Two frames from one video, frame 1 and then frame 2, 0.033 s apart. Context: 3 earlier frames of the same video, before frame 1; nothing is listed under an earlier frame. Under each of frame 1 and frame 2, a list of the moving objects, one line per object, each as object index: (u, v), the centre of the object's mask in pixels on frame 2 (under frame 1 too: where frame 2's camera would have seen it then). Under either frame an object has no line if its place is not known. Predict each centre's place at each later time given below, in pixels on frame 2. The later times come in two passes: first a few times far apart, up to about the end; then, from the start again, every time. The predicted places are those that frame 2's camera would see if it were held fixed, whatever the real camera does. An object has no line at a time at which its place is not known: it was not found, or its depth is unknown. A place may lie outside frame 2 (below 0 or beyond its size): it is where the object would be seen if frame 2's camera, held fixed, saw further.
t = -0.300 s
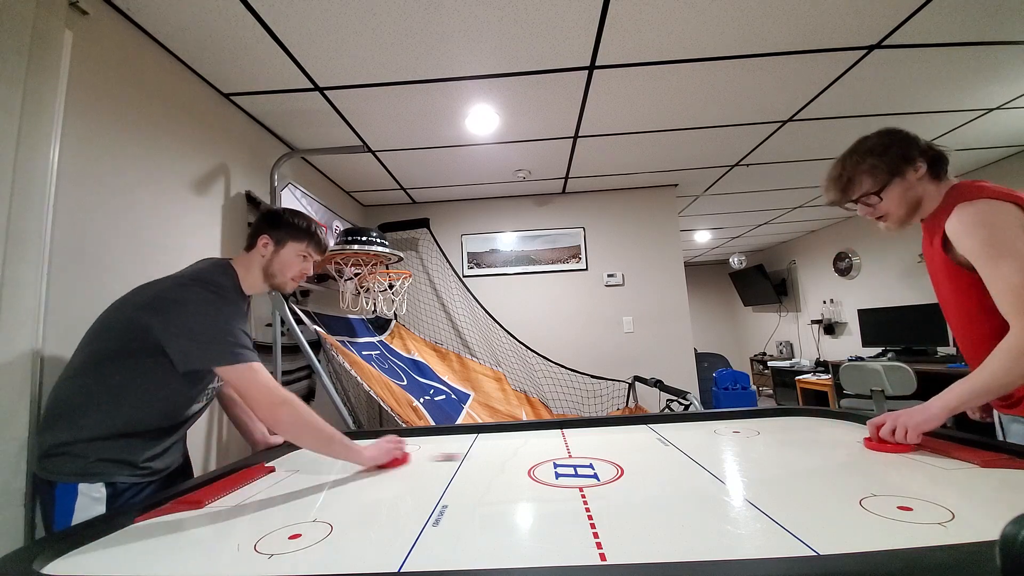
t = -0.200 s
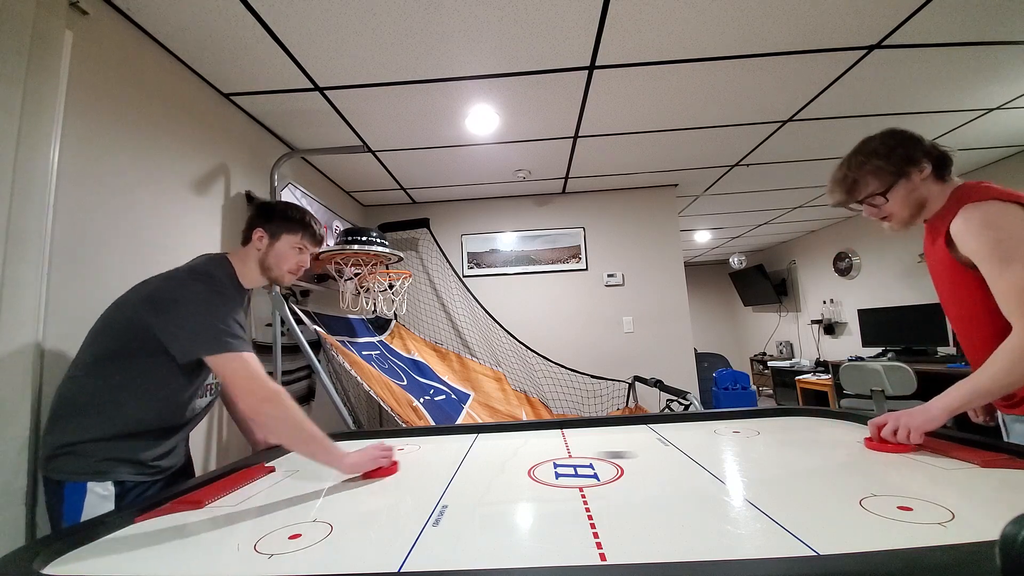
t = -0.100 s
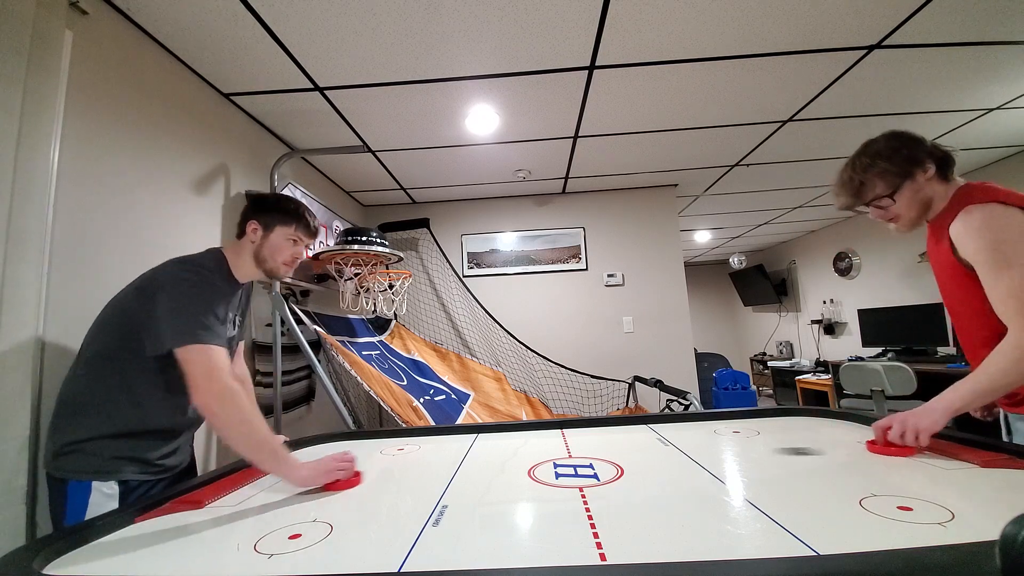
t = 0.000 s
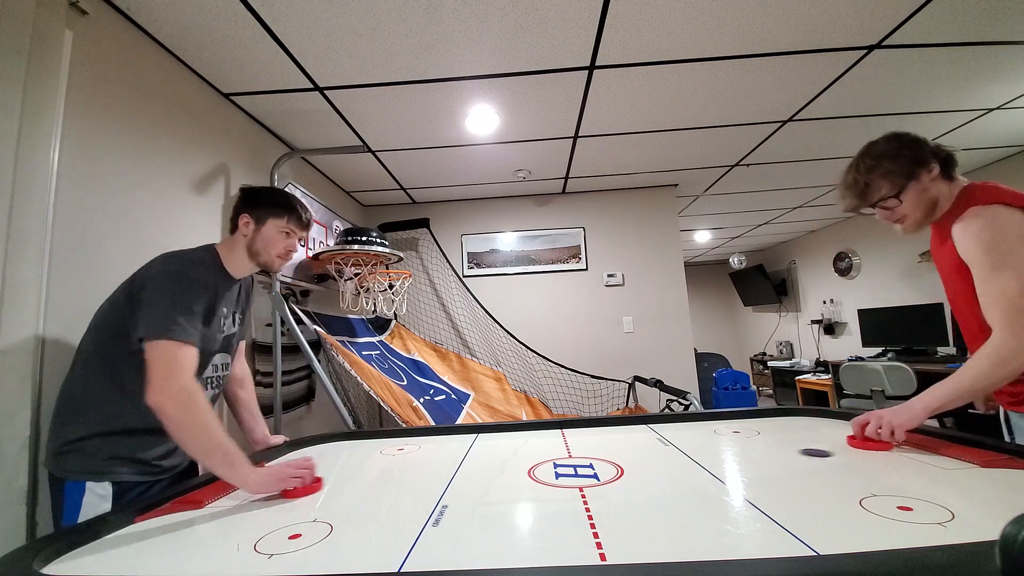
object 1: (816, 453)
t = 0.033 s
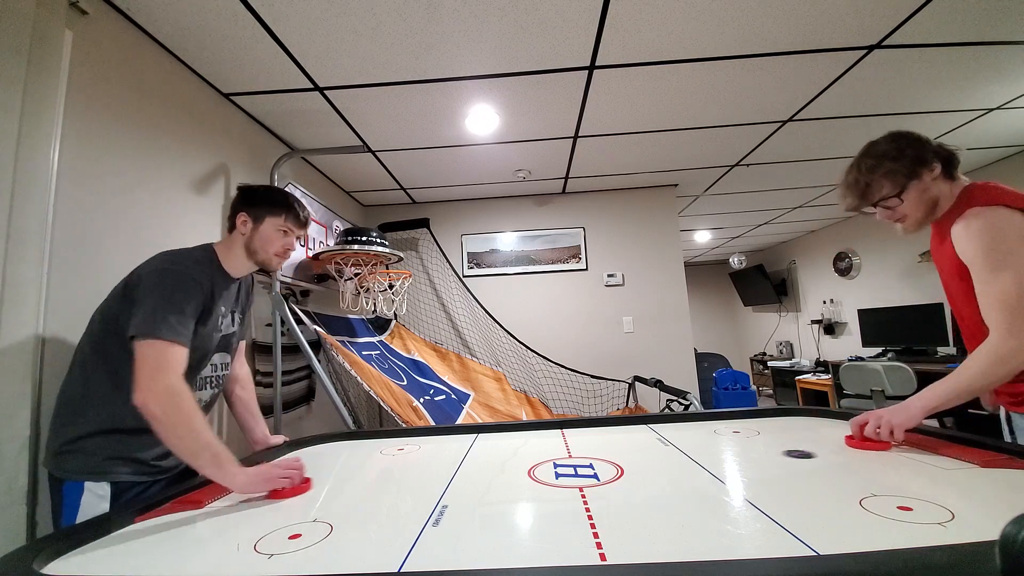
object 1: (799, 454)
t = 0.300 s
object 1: (662, 464)
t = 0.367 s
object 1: (629, 465)
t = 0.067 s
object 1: (782, 456)
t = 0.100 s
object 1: (765, 457)
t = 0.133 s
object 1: (748, 458)
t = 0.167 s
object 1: (732, 459)
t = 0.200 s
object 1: (713, 460)
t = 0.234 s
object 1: (697, 461)
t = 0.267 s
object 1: (679, 462)
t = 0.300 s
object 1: (662, 464)
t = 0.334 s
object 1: (646, 465)
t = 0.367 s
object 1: (629, 465)
